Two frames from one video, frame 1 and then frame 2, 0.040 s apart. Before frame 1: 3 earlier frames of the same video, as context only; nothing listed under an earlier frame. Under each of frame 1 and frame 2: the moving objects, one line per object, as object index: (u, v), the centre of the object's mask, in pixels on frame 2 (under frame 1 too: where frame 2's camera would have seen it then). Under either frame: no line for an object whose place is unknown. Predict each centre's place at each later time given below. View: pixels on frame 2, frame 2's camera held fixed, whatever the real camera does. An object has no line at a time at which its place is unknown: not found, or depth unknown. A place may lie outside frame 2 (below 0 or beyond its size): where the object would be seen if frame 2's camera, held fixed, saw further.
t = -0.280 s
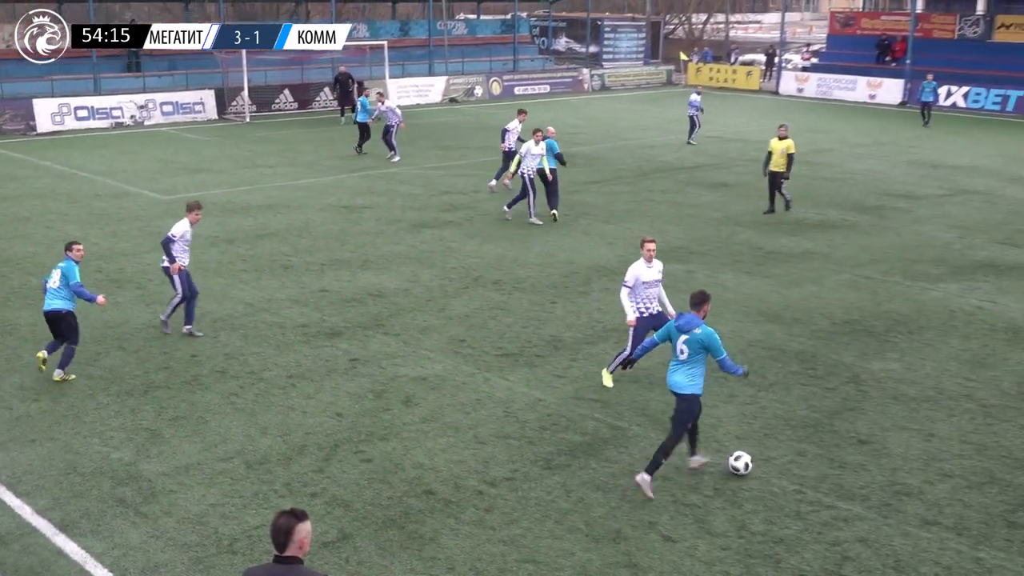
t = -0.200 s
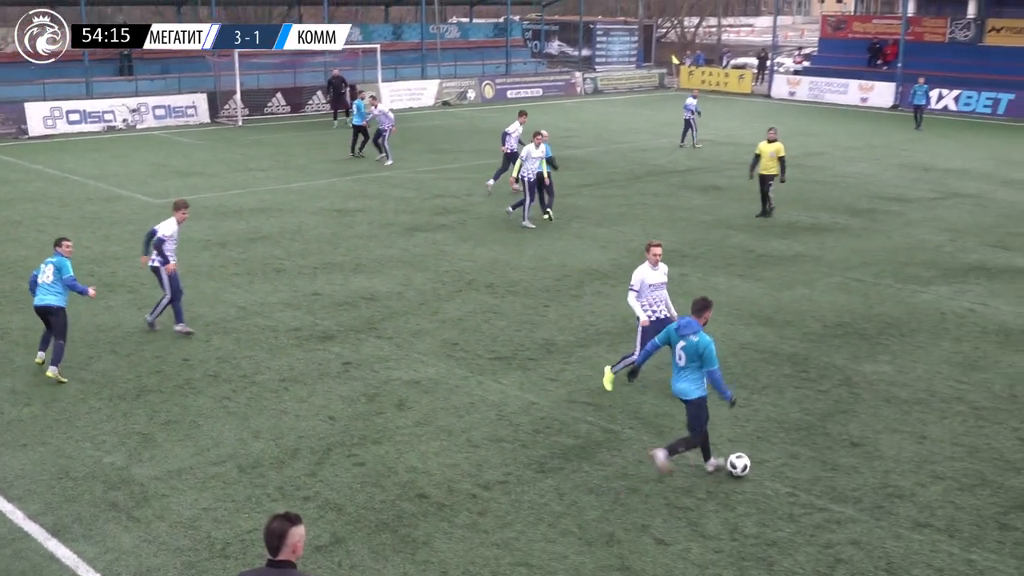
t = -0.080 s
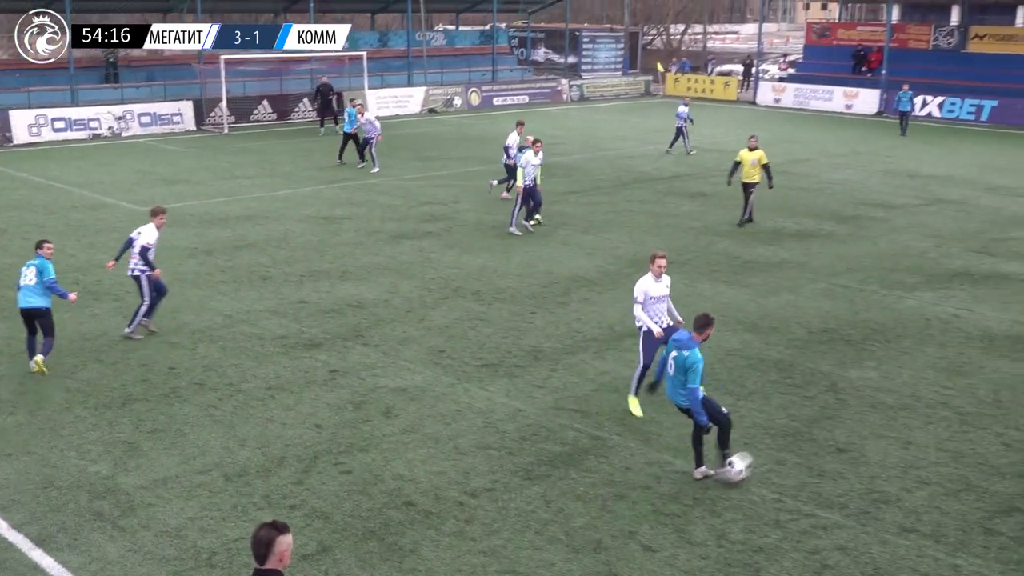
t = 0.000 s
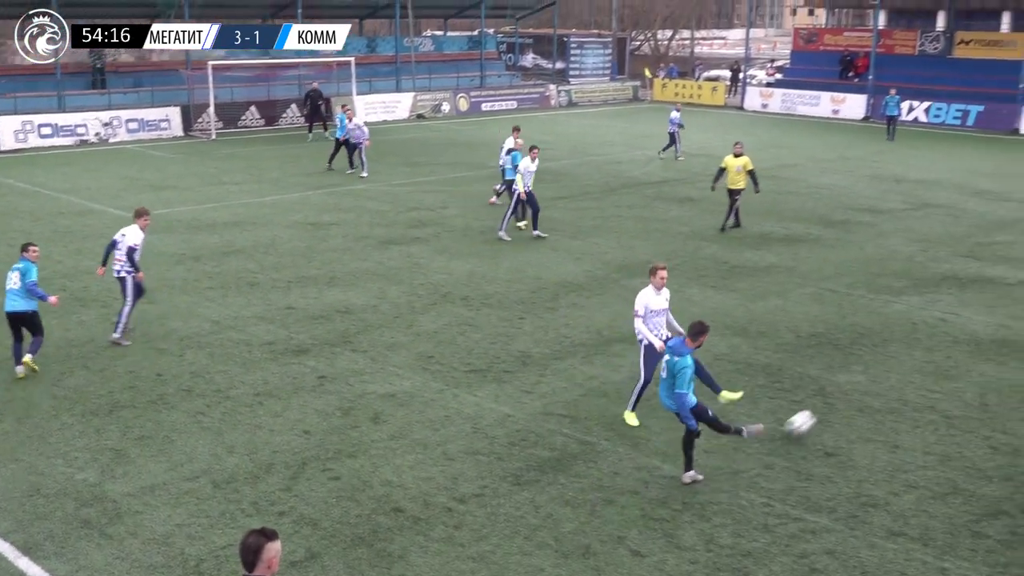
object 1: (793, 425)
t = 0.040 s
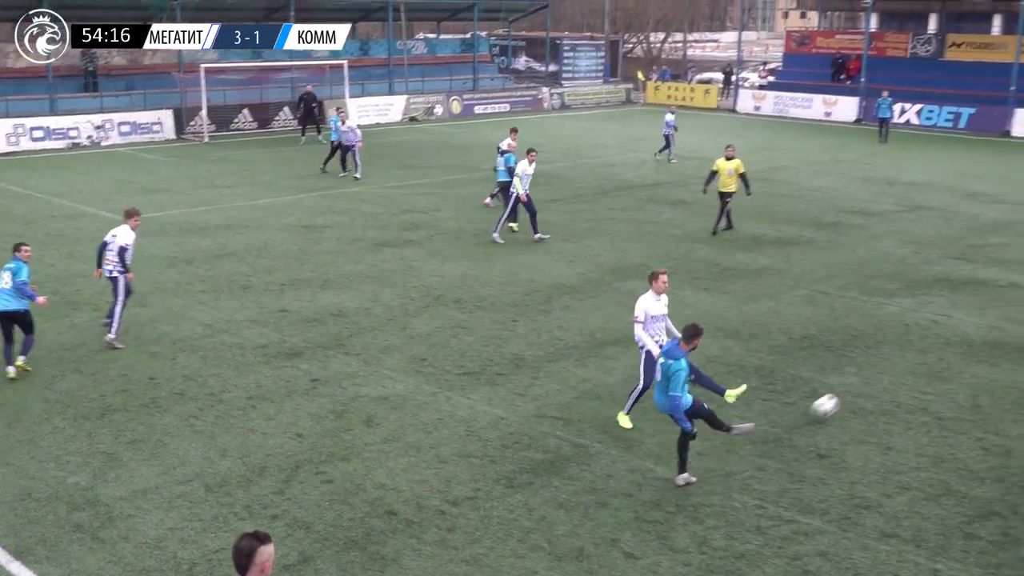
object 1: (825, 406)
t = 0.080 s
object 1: (852, 389)
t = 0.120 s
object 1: (876, 375)
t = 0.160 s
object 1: (895, 357)
